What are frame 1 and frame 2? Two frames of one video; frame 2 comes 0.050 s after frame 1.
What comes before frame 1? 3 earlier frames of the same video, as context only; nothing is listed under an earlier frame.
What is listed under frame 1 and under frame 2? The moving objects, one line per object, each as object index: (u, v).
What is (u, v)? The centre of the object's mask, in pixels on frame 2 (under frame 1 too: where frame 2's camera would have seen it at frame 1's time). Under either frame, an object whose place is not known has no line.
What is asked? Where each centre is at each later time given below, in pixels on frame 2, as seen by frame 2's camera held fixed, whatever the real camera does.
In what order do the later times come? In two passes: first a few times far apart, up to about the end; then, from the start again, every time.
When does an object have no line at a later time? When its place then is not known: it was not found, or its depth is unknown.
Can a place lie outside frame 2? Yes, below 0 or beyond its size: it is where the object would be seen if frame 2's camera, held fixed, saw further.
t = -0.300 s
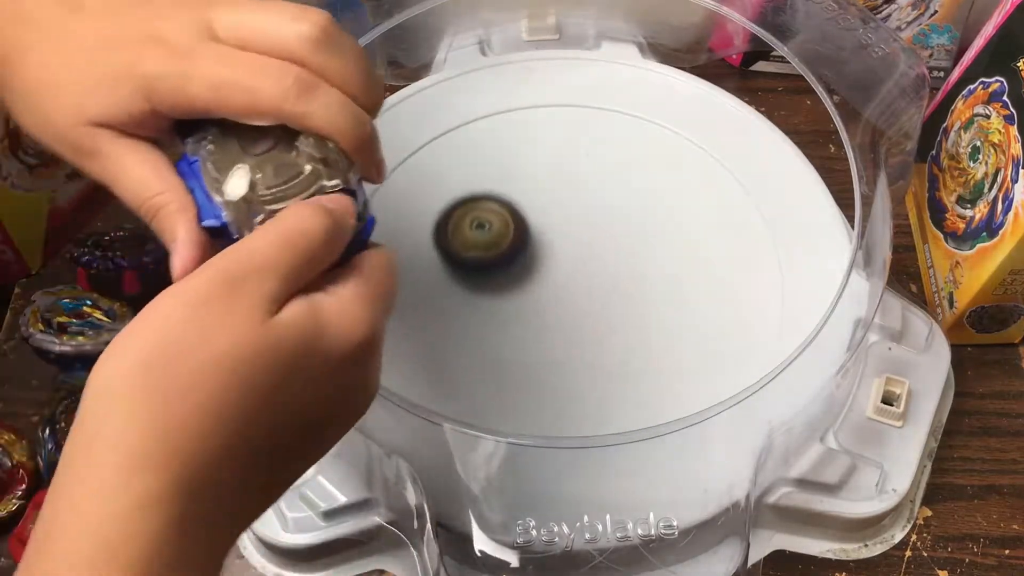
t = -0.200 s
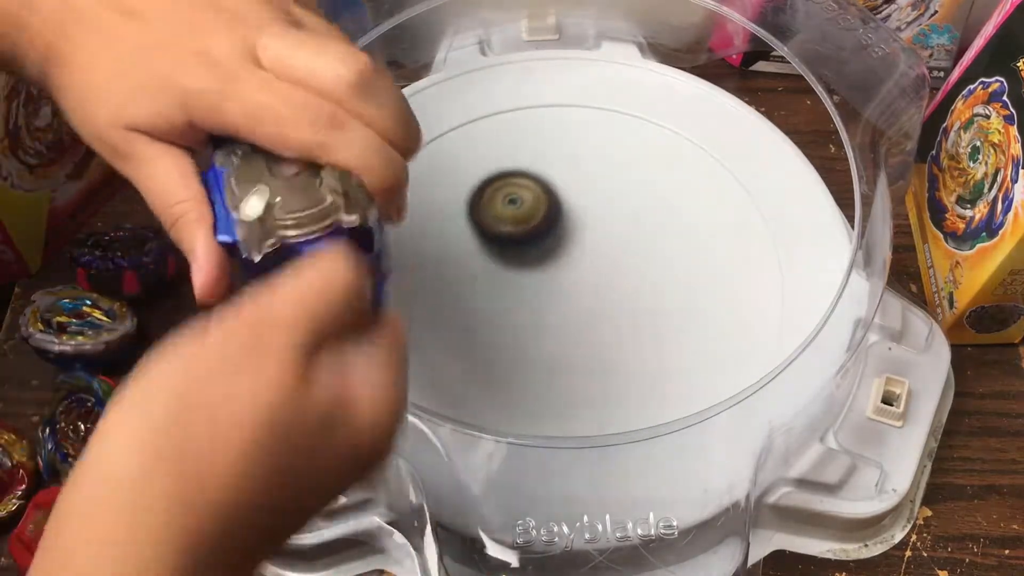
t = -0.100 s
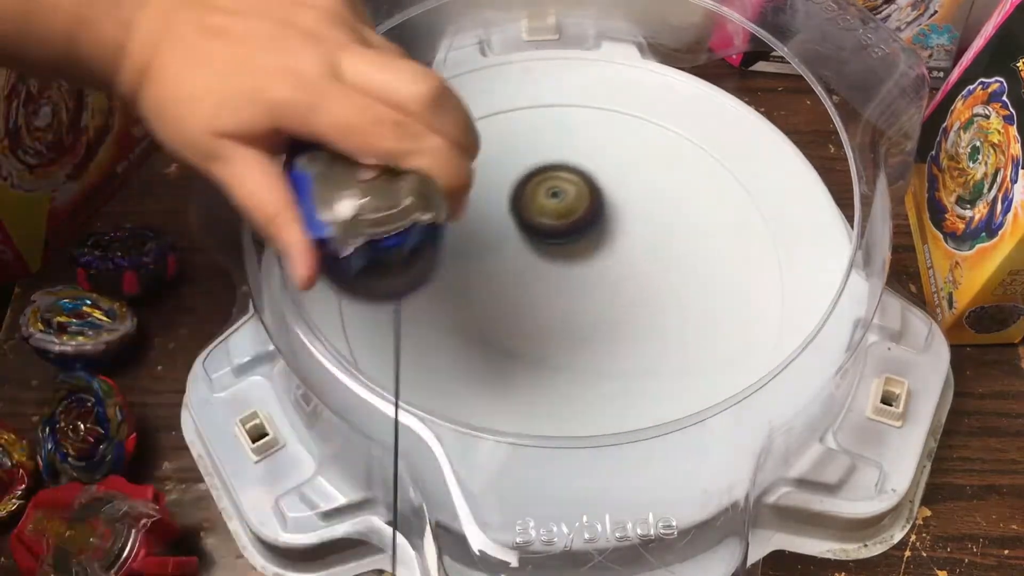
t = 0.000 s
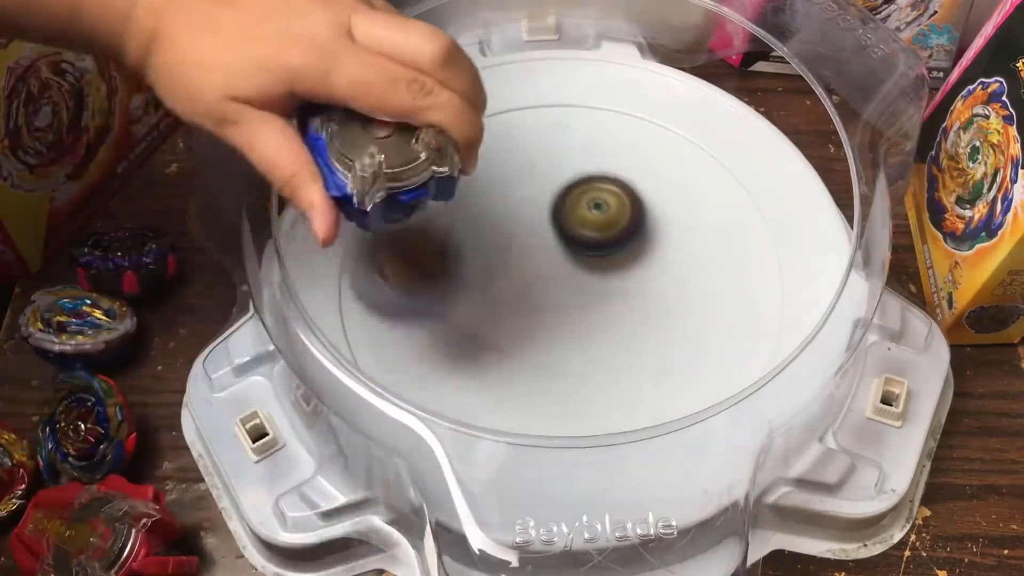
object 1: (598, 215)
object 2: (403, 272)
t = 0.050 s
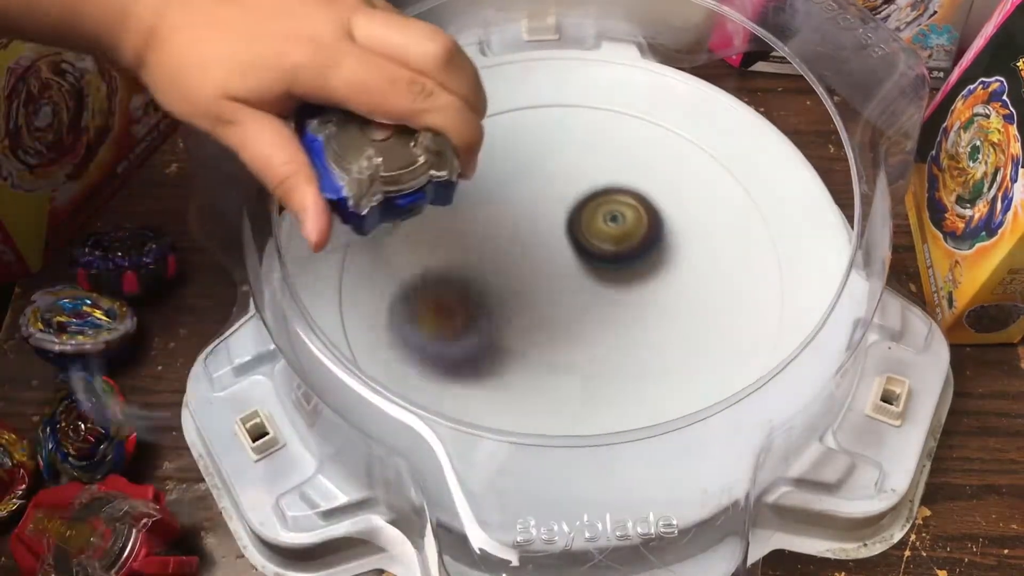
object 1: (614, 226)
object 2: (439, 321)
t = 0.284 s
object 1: (654, 243)
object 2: (522, 272)
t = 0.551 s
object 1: (588, 213)
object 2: (475, 362)
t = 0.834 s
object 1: (478, 187)
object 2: (466, 384)
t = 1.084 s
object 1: (521, 171)
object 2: (434, 369)
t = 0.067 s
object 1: (619, 232)
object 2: (451, 303)
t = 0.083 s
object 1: (623, 238)
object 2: (462, 290)
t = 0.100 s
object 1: (626, 241)
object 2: (475, 280)
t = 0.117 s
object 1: (629, 248)
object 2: (487, 273)
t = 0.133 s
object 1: (631, 254)
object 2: (500, 268)
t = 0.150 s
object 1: (632, 261)
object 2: (512, 266)
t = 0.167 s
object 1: (633, 267)
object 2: (521, 267)
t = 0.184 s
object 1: (637, 273)
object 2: (534, 270)
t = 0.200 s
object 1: (642, 278)
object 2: (539, 269)
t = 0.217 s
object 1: (644, 271)
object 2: (538, 267)
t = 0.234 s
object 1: (647, 267)
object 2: (534, 263)
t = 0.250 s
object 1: (650, 260)
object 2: (530, 263)
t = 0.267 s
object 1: (652, 251)
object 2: (526, 266)
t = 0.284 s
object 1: (654, 243)
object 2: (522, 272)
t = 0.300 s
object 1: (656, 239)
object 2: (518, 281)
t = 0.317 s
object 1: (656, 235)
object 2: (516, 294)
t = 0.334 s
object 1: (655, 231)
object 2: (515, 309)
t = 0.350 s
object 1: (654, 226)
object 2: (508, 325)
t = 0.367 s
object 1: (651, 220)
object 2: (506, 348)
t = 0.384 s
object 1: (648, 217)
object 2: (502, 364)
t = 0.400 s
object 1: (645, 215)
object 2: (499, 359)
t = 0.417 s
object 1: (640, 213)
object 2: (497, 352)
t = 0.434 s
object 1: (635, 211)
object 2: (490, 346)
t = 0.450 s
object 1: (630, 209)
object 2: (487, 345)
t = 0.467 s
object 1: (624, 208)
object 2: (484, 346)
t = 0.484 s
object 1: (617, 208)
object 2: (483, 351)
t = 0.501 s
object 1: (610, 209)
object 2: (479, 357)
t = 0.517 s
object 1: (603, 210)
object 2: (477, 366)
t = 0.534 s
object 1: (595, 211)
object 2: (476, 366)
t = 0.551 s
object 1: (588, 213)
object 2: (475, 362)
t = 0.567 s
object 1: (580, 215)
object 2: (473, 359)
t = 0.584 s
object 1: (571, 218)
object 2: (473, 358)
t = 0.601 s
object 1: (563, 221)
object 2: (473, 360)
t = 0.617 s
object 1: (555, 225)
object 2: (472, 356)
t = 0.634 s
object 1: (547, 228)
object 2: (472, 354)
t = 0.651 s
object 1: (539, 231)
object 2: (472, 351)
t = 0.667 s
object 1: (531, 235)
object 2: (471, 346)
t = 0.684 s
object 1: (523, 240)
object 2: (471, 342)
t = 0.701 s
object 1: (516, 243)
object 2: (471, 340)
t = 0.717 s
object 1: (510, 246)
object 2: (471, 336)
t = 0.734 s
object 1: (503, 242)
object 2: (471, 343)
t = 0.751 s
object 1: (498, 231)
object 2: (471, 351)
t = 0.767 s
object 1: (493, 221)
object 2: (470, 360)
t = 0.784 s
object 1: (488, 211)
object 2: (469, 368)
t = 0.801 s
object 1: (483, 203)
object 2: (468, 375)
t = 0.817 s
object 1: (480, 195)
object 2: (467, 381)
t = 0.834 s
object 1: (478, 187)
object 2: (466, 384)
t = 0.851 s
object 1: (476, 180)
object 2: (465, 387)
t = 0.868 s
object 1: (475, 174)
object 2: (464, 388)
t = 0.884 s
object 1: (474, 168)
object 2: (462, 388)
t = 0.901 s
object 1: (475, 163)
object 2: (461, 389)
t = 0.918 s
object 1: (476, 159)
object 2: (459, 390)
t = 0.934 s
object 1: (478, 157)
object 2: (458, 390)
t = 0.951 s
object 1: (481, 155)
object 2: (456, 389)
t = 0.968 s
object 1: (484, 154)
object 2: (454, 388)
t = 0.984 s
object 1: (487, 154)
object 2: (451, 386)
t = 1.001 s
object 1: (492, 154)
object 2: (448, 384)
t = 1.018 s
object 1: (497, 156)
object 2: (446, 382)
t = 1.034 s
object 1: (502, 159)
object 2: (443, 380)
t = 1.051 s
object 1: (508, 162)
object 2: (442, 378)
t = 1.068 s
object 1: (514, 166)
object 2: (438, 374)
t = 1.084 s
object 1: (521, 171)
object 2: (434, 369)
